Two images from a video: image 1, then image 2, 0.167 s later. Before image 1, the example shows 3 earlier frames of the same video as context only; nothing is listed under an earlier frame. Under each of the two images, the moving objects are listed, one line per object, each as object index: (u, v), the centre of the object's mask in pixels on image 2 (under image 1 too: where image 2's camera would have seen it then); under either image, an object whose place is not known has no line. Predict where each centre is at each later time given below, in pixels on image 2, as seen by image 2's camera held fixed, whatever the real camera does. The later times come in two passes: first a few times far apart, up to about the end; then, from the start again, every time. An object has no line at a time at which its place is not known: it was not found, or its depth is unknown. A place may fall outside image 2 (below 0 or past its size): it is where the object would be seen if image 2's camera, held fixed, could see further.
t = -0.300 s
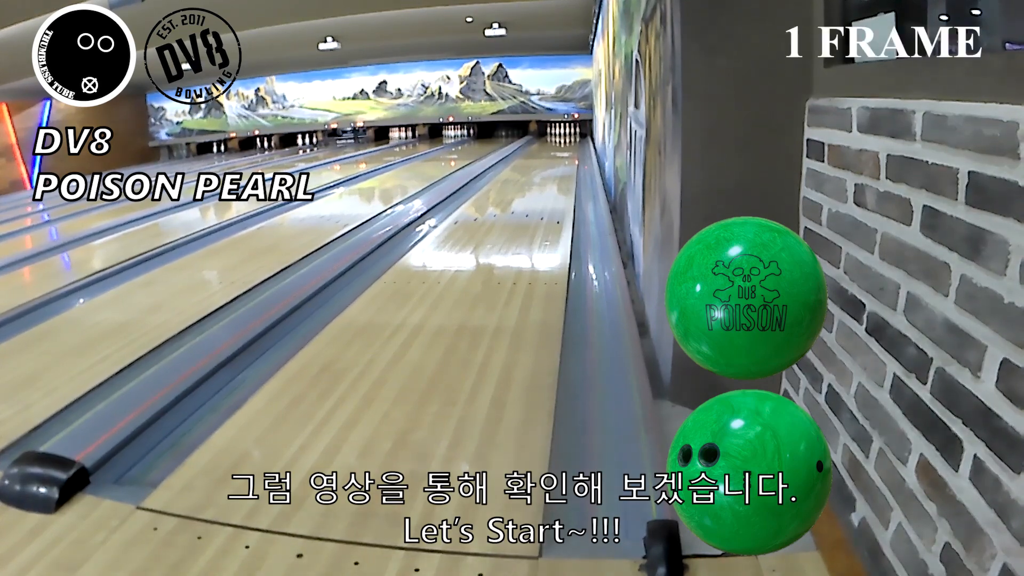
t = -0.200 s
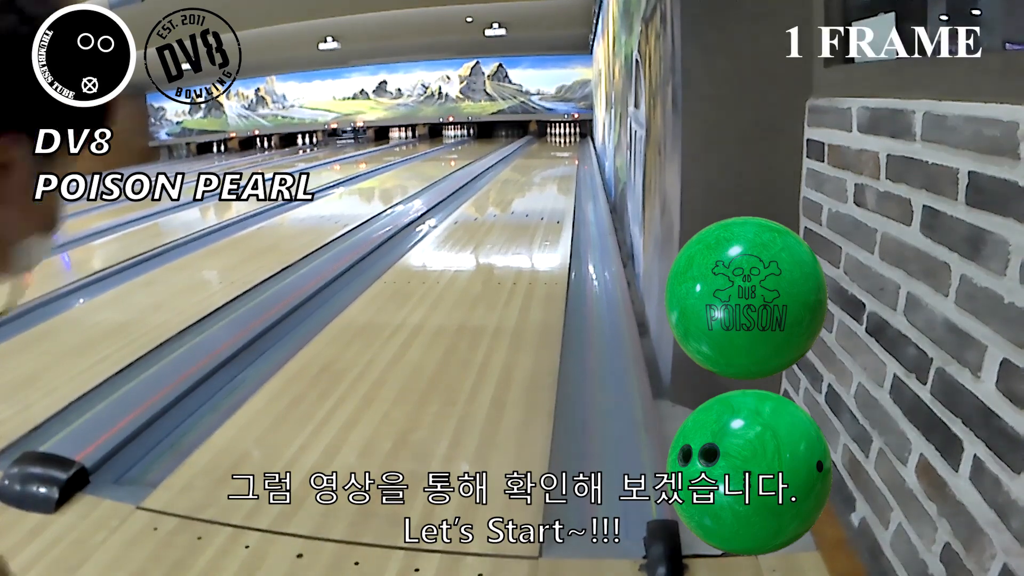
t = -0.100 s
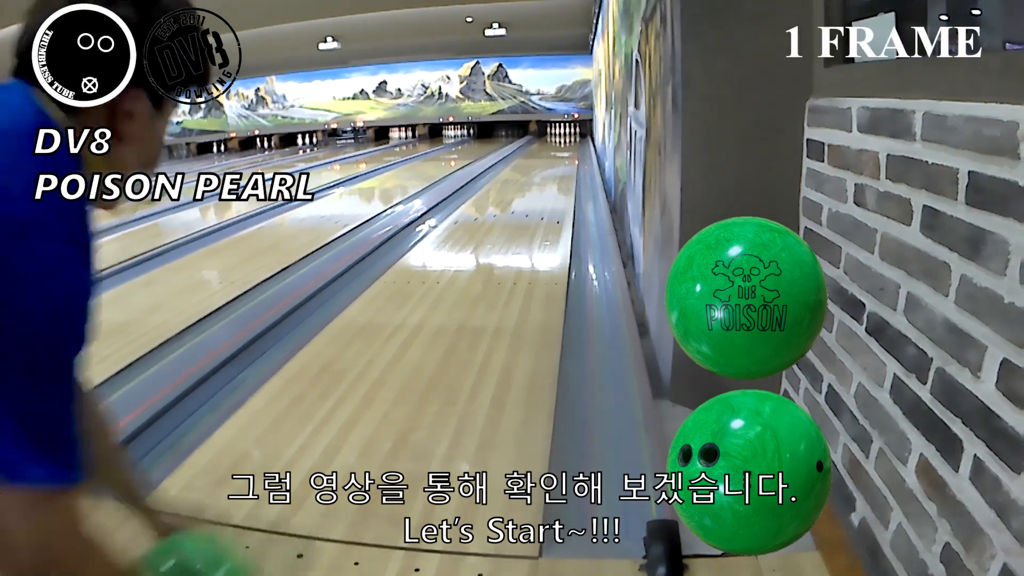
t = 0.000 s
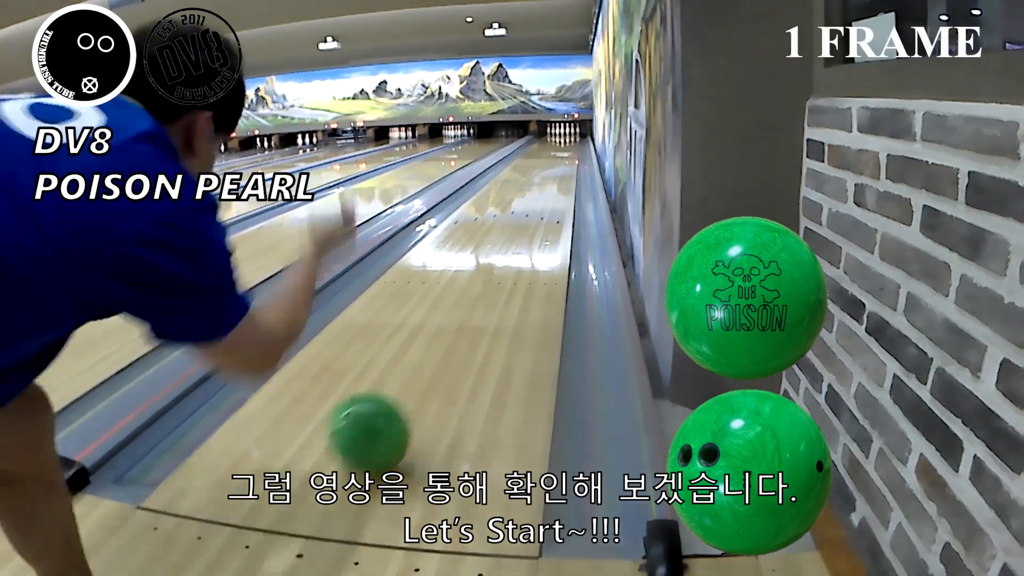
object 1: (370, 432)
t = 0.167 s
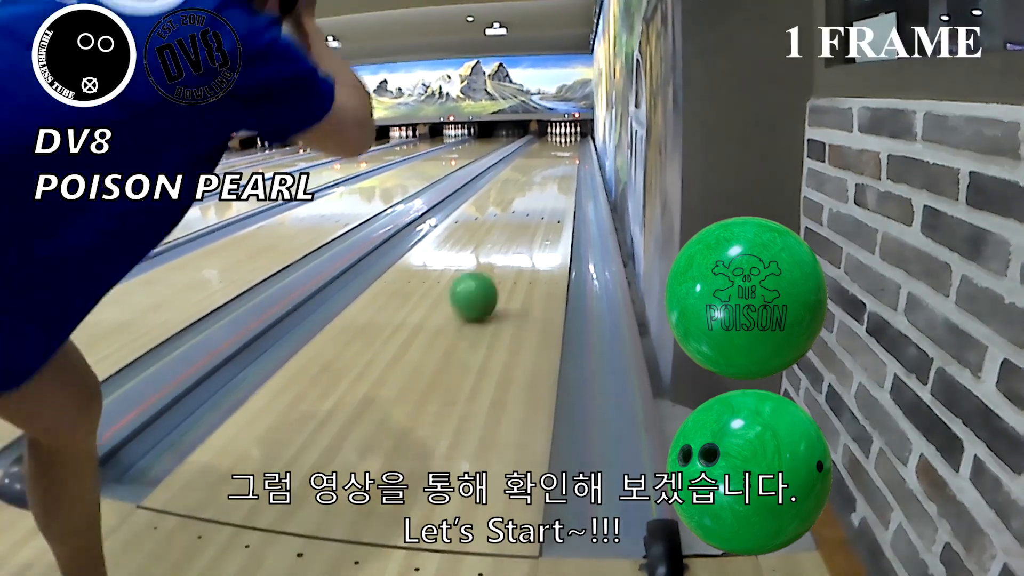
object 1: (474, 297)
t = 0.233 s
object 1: (494, 267)
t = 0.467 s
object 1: (534, 209)
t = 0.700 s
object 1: (552, 182)
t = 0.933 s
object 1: (562, 166)
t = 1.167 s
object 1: (567, 156)
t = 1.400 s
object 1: (570, 149)
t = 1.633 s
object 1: (571, 143)
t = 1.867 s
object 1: (571, 140)
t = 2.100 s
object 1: (571, 137)
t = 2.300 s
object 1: (570, 135)
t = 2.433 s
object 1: (568, 134)
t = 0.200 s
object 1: (485, 281)
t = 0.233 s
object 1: (494, 267)
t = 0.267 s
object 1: (503, 255)
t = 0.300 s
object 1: (510, 245)
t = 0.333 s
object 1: (516, 237)
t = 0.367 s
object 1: (521, 228)
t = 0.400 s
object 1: (526, 221)
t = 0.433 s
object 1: (530, 215)
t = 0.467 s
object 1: (534, 209)
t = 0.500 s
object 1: (538, 205)
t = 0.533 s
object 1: (541, 200)
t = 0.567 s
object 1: (544, 196)
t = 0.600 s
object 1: (546, 192)
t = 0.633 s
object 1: (549, 188)
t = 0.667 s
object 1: (551, 185)
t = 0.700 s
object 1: (552, 182)
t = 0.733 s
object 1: (554, 180)
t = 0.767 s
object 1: (556, 177)
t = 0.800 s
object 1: (557, 175)
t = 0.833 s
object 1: (559, 172)
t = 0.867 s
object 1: (560, 170)
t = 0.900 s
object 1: (561, 168)
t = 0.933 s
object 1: (562, 166)
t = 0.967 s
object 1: (563, 165)
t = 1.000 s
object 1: (564, 163)
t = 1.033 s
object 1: (565, 161)
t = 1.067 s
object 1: (566, 160)
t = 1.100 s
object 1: (567, 158)
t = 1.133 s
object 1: (567, 157)
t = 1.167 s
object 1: (567, 156)
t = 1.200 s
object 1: (568, 154)
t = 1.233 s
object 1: (569, 153)
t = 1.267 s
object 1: (569, 152)
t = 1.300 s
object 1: (569, 151)
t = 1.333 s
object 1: (569, 150)
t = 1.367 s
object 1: (569, 150)
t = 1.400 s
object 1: (570, 149)
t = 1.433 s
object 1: (570, 148)
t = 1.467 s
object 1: (570, 147)
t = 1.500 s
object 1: (570, 146)
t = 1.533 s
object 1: (570, 145)
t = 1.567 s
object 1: (571, 145)
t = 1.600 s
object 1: (571, 144)
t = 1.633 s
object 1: (571, 143)
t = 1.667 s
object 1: (571, 142)
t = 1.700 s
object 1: (571, 142)
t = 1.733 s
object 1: (571, 141)
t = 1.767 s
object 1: (571, 141)
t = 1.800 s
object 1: (571, 140)
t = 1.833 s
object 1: (571, 140)
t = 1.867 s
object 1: (571, 140)
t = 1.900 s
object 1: (572, 139)
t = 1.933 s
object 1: (571, 138)
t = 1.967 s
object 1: (571, 138)
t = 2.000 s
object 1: (571, 137)
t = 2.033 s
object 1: (571, 137)
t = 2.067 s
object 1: (571, 137)
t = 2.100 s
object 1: (571, 137)
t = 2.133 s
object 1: (571, 137)
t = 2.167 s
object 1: (570, 136)
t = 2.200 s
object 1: (570, 136)
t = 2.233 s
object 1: (570, 136)
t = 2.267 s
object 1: (570, 136)
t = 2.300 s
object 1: (570, 135)
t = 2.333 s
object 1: (569, 136)
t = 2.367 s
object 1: (568, 135)
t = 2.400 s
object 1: (568, 135)
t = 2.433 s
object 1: (568, 134)
